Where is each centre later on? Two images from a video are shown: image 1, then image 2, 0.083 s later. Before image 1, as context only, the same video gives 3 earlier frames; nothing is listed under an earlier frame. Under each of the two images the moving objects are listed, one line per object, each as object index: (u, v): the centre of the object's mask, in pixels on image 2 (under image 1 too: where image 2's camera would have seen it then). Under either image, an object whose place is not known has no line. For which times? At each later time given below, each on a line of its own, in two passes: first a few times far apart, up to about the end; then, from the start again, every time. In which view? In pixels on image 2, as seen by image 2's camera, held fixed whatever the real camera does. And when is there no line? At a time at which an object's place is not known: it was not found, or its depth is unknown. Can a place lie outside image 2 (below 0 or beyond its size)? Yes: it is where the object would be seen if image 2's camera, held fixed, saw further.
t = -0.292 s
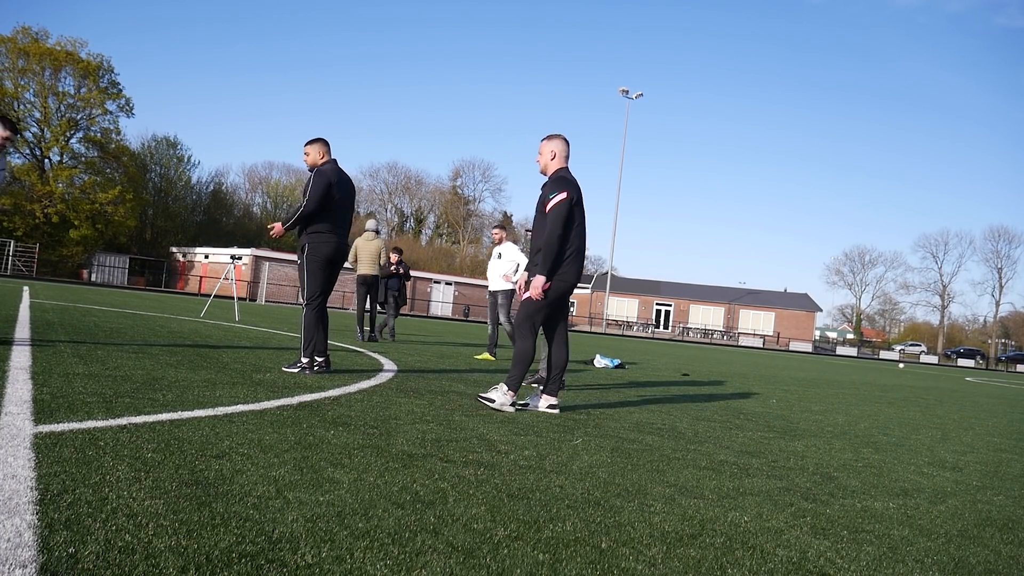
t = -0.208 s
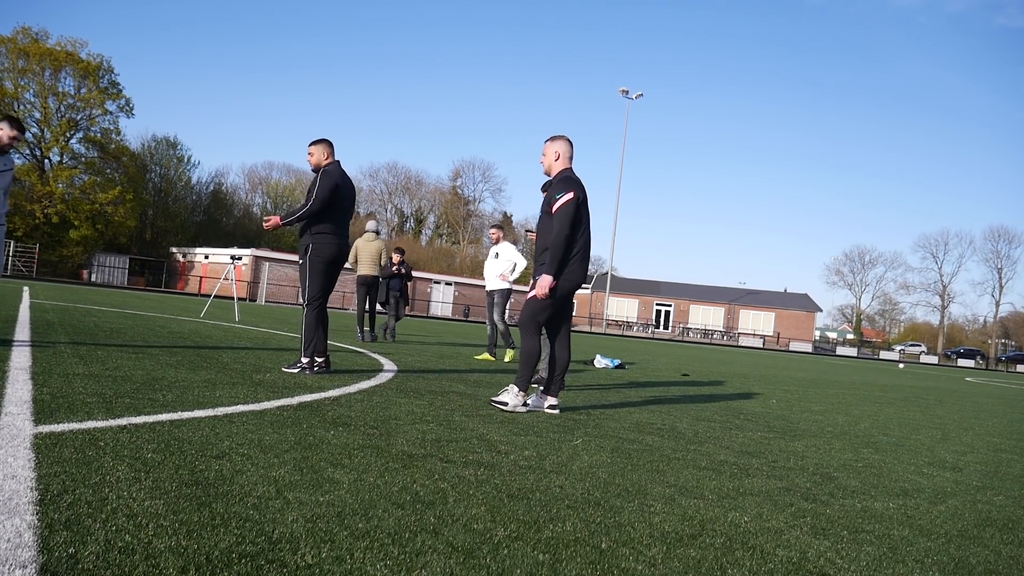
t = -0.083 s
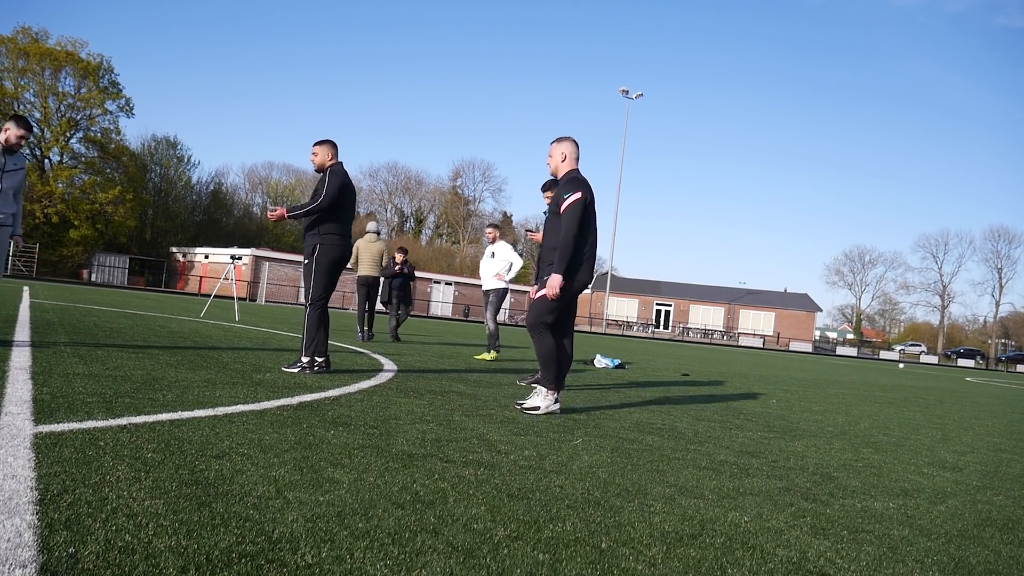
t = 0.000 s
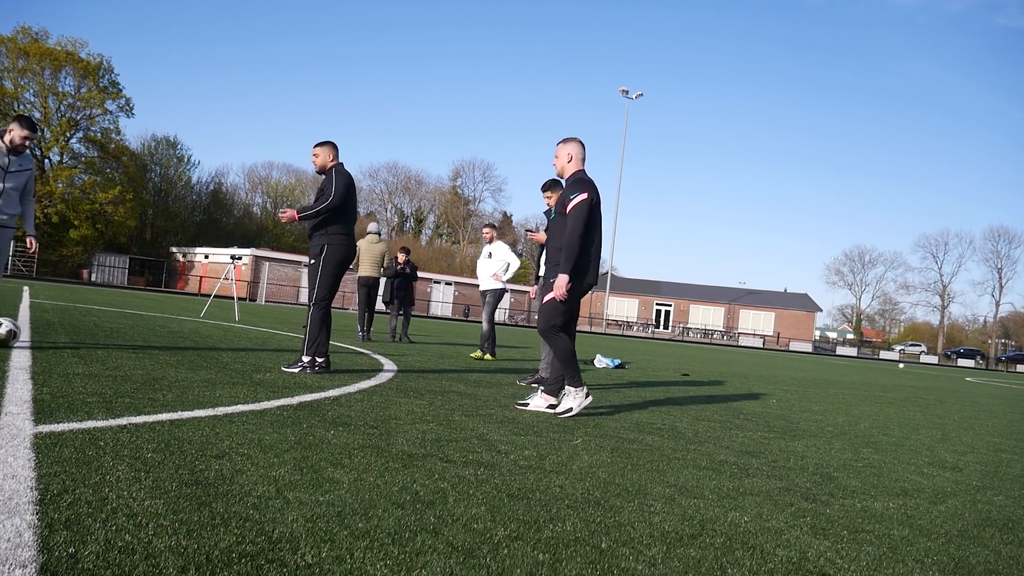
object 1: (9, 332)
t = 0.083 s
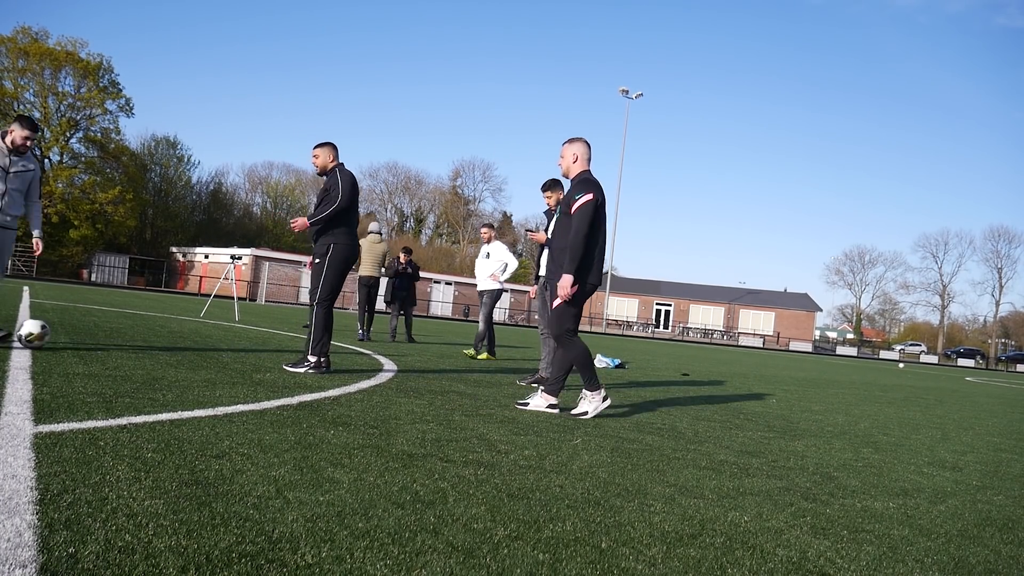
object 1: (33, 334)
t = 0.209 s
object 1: (67, 335)
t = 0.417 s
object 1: (110, 340)
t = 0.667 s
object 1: (156, 343)
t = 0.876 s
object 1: (188, 346)
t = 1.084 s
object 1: (217, 348)
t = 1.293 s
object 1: (241, 350)
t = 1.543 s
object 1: (265, 352)
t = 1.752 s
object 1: (281, 354)
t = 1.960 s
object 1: (295, 355)
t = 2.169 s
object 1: (305, 357)
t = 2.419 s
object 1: (313, 357)
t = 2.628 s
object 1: (316, 357)
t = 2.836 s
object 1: (317, 358)
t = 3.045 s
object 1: (318, 358)
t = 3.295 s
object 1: (318, 358)
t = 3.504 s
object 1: (318, 358)
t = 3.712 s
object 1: (318, 358)
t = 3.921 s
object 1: (318, 358)
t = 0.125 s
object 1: (46, 334)
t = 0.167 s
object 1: (57, 334)
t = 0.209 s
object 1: (67, 335)
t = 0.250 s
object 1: (77, 337)
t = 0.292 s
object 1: (85, 337)
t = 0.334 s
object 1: (94, 338)
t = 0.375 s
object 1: (102, 338)
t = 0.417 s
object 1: (110, 340)
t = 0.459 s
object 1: (121, 340)
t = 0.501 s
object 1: (129, 341)
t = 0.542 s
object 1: (136, 341)
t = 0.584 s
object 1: (142, 342)
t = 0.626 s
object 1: (150, 343)
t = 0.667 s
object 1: (156, 343)
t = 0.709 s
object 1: (163, 344)
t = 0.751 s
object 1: (169, 344)
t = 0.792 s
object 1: (175, 345)
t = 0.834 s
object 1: (182, 345)
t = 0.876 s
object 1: (188, 346)
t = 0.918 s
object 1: (193, 346)
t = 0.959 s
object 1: (202, 347)
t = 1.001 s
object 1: (207, 348)
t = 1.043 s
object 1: (213, 348)
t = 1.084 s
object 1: (217, 348)
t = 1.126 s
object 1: (222, 348)
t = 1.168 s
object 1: (227, 349)
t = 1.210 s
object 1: (232, 349)
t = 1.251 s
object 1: (237, 350)
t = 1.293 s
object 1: (241, 350)
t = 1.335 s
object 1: (245, 350)
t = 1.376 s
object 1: (249, 350)
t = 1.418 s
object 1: (254, 351)
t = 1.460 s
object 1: (258, 351)
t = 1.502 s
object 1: (262, 352)
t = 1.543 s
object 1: (265, 352)
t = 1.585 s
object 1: (268, 353)
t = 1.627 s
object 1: (272, 353)
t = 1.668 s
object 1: (275, 354)
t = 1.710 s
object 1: (278, 354)
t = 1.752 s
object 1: (281, 354)
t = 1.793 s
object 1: (284, 355)
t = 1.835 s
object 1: (287, 355)
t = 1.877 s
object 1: (289, 355)
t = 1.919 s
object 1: (293, 356)
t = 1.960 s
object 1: (295, 355)
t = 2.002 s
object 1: (298, 356)
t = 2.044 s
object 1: (300, 357)
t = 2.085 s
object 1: (302, 357)
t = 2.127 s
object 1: (303, 357)
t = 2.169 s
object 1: (305, 357)
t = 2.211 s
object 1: (306, 357)
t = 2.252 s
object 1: (308, 357)
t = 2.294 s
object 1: (309, 358)
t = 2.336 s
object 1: (310, 358)
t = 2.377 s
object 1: (311, 357)
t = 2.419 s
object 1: (313, 357)
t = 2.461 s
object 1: (314, 357)
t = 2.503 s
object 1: (314, 357)
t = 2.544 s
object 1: (315, 357)
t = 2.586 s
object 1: (316, 357)
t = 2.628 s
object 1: (316, 357)
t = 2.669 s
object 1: (316, 358)
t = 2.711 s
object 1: (317, 358)
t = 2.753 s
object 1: (317, 358)
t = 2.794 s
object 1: (317, 358)
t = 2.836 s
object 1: (317, 358)
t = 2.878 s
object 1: (317, 358)
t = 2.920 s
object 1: (317, 358)
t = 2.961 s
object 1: (317, 358)
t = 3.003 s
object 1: (318, 358)
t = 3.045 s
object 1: (318, 358)
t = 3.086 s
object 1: (318, 358)
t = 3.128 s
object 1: (318, 358)
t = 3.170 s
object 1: (318, 358)
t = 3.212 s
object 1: (318, 358)
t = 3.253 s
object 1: (318, 358)
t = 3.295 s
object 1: (318, 358)
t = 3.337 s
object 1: (318, 358)
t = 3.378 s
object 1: (318, 358)
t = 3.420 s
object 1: (318, 358)
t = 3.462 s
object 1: (318, 358)
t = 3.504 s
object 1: (318, 358)
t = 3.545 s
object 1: (318, 358)
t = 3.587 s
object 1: (318, 358)
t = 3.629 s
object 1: (318, 358)
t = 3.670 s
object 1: (318, 358)
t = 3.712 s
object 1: (318, 358)
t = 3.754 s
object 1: (318, 358)
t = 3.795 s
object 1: (318, 358)
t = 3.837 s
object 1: (318, 358)
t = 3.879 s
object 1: (318, 358)
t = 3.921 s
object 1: (318, 358)
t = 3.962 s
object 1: (318, 358)
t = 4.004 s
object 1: (318, 358)
